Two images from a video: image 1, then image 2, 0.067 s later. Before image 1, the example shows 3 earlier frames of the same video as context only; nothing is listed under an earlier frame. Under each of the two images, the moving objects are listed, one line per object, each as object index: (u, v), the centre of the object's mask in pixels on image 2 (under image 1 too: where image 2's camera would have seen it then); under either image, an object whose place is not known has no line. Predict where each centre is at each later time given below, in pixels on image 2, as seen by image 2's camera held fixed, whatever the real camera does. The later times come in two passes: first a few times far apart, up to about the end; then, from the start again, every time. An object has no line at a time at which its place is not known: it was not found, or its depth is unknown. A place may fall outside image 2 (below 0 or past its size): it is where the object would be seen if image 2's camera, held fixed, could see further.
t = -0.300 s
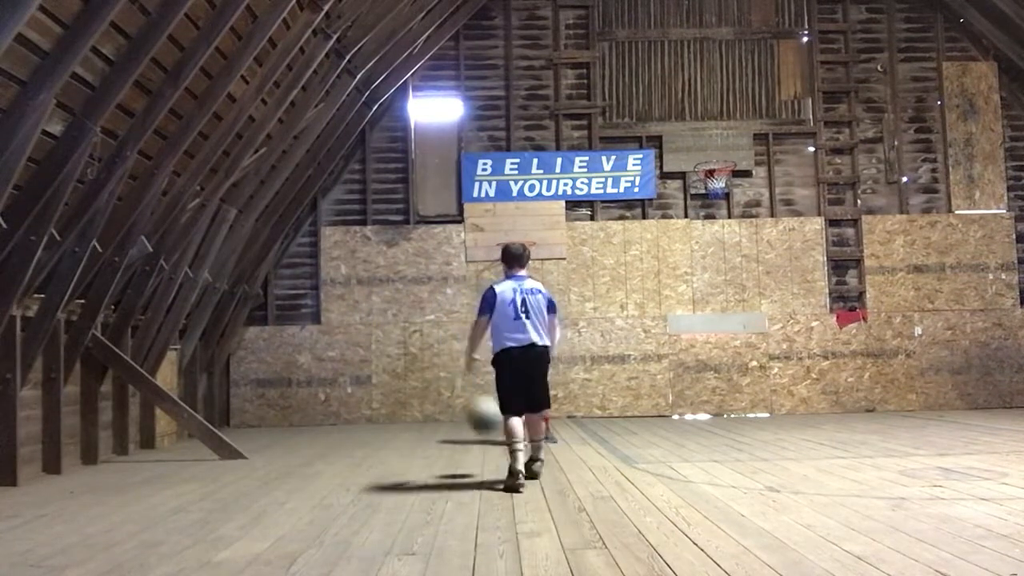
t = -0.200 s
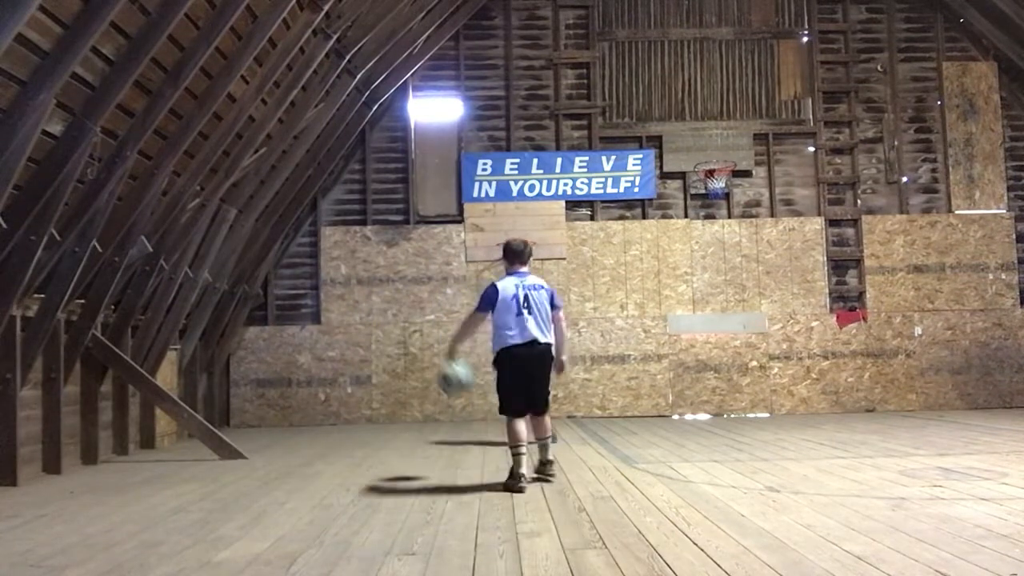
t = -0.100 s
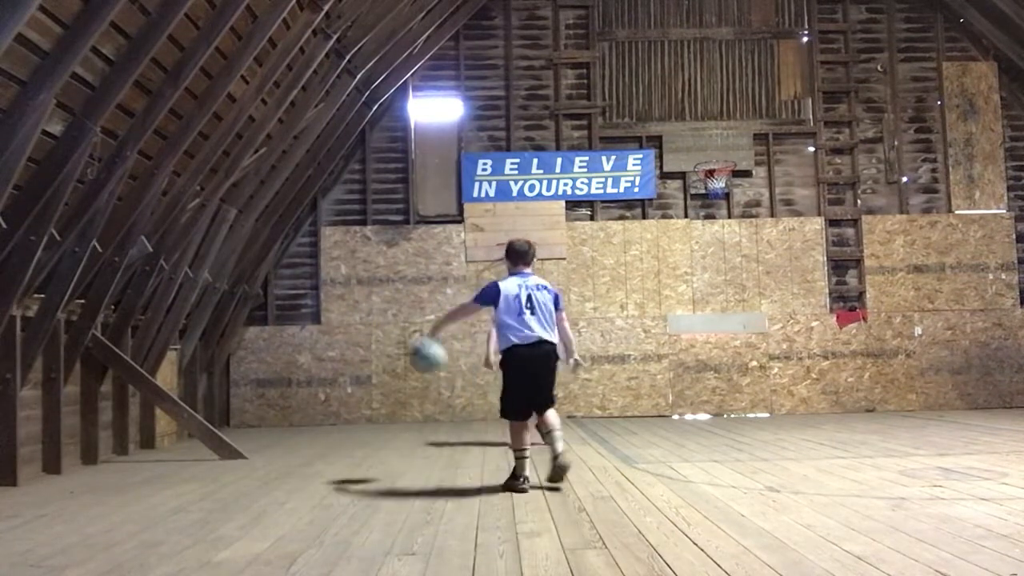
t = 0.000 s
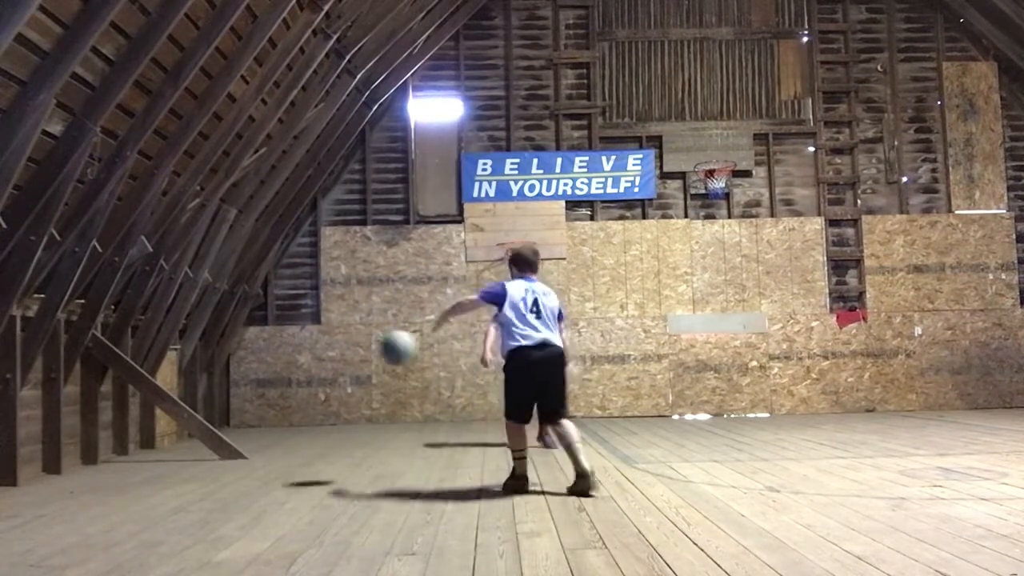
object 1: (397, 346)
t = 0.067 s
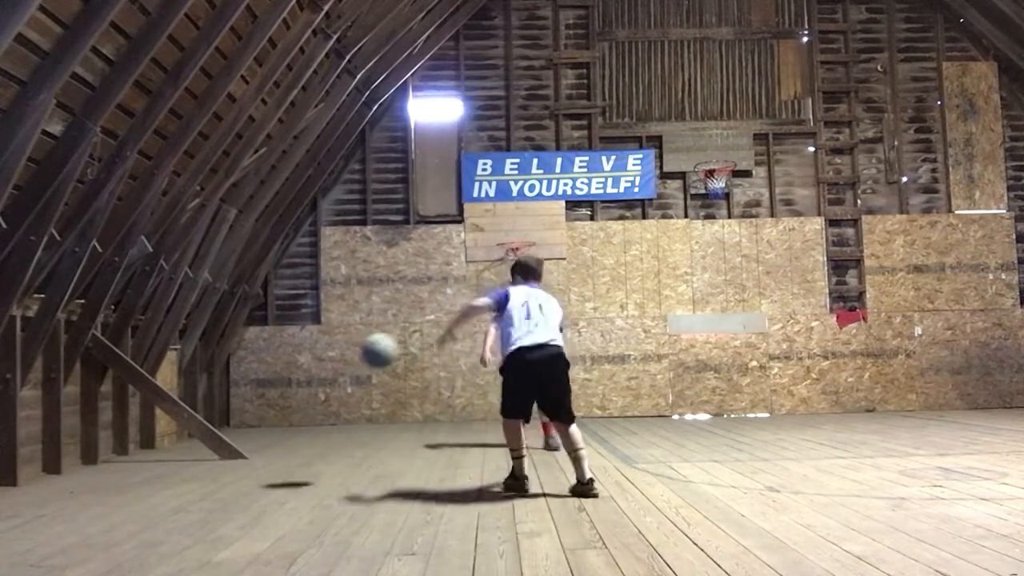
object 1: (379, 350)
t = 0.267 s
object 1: (325, 395)
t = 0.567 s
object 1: (235, 410)
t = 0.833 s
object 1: (153, 390)
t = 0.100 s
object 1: (371, 353)
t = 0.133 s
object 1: (362, 359)
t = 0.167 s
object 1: (353, 367)
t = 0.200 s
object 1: (344, 375)
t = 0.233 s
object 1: (332, 384)
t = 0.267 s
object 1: (325, 395)
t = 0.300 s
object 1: (313, 413)
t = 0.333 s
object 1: (303, 428)
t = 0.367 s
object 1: (292, 446)
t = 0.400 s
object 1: (282, 465)
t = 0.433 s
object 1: (272, 460)
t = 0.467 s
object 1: (262, 445)
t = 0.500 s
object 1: (253, 432)
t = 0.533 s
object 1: (244, 420)
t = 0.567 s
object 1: (235, 410)
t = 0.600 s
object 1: (223, 403)
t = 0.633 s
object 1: (215, 394)
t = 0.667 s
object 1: (204, 389)
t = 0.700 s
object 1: (196, 386)
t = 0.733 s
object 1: (185, 384)
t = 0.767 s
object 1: (175, 384)
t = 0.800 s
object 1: (169, 384)
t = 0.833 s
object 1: (153, 390)
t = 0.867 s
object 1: (146, 395)
